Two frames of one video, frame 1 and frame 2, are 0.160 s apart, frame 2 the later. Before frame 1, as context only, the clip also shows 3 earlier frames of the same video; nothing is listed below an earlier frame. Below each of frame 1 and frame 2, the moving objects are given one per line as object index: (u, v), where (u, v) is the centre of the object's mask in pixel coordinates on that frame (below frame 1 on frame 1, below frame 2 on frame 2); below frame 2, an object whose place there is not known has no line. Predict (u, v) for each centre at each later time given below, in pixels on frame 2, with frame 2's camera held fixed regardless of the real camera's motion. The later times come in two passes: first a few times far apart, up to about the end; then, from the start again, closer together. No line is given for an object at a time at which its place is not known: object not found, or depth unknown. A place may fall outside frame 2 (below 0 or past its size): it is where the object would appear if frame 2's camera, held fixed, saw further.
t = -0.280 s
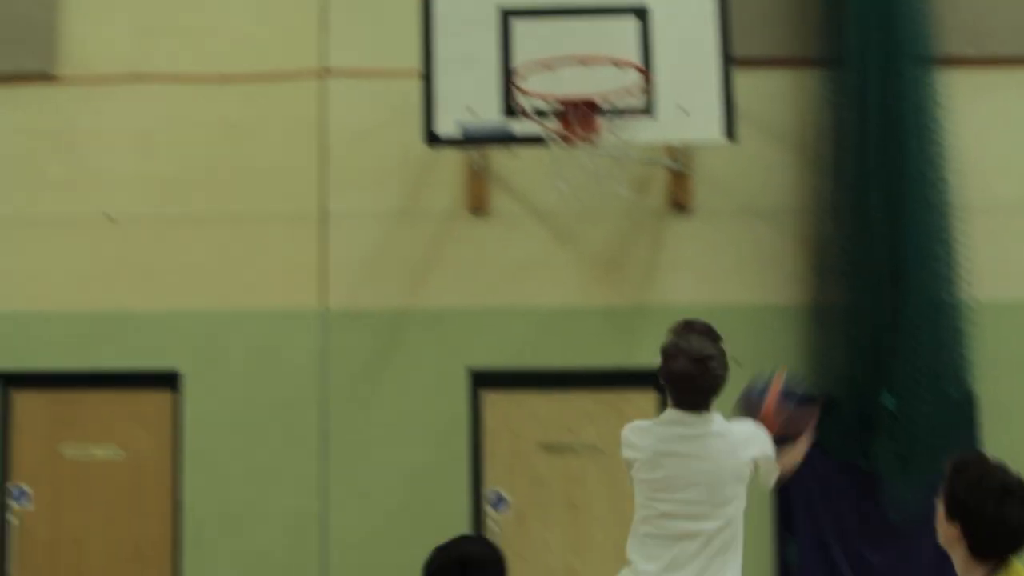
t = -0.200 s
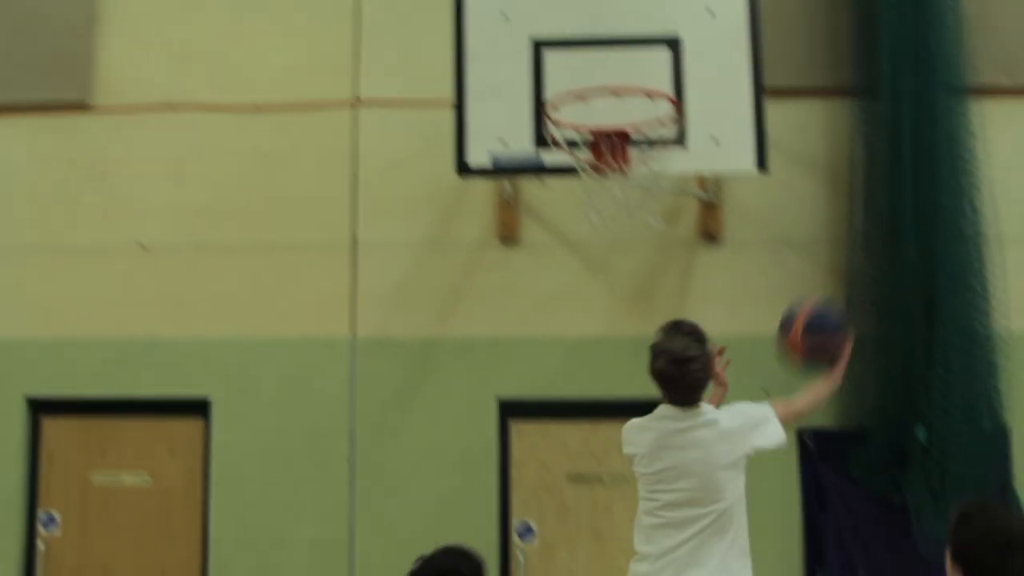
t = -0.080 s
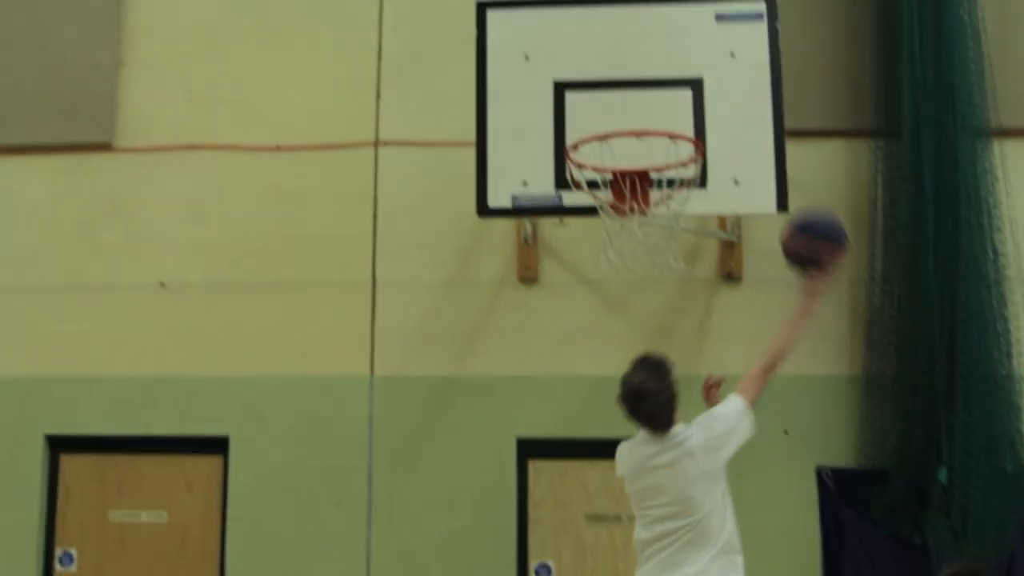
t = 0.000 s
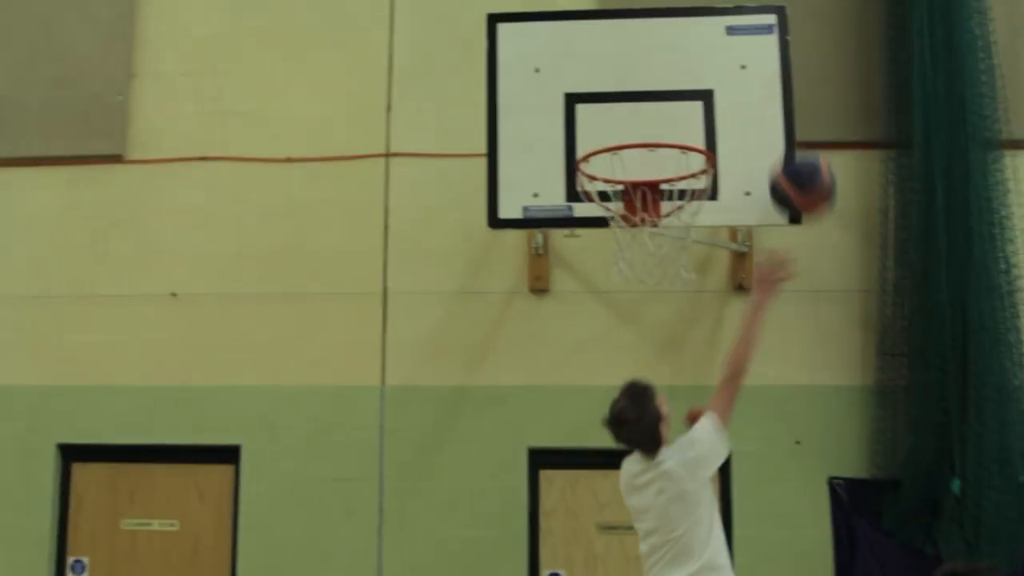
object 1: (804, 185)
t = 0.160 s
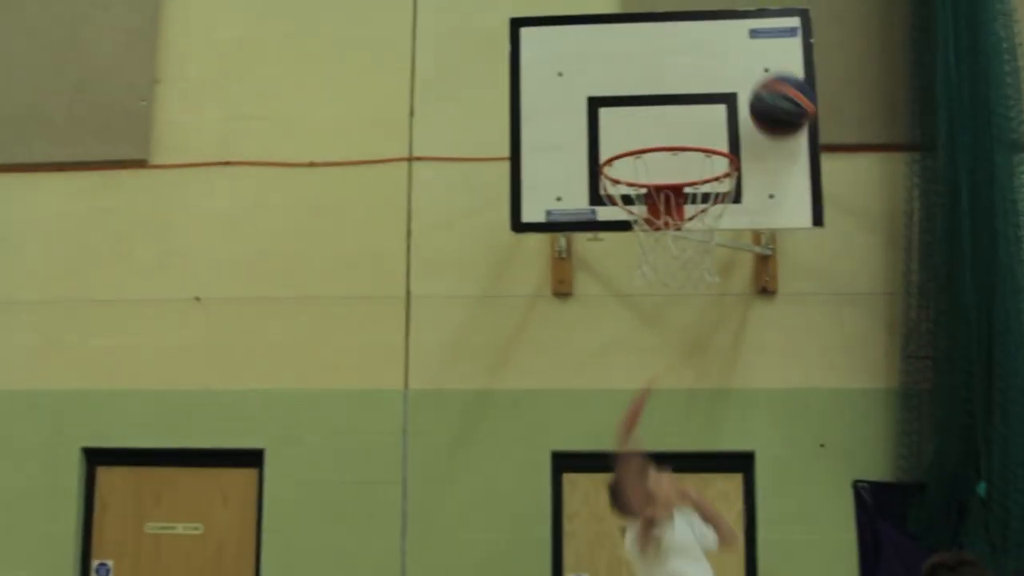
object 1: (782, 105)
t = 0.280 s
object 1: (751, 84)
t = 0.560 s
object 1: (694, 143)
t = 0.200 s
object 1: (771, 94)
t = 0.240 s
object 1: (761, 88)
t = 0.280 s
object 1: (751, 84)
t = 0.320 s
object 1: (741, 85)
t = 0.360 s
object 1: (732, 89)
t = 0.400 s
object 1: (722, 98)
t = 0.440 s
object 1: (713, 110)
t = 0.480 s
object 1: (705, 121)
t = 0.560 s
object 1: (694, 143)
